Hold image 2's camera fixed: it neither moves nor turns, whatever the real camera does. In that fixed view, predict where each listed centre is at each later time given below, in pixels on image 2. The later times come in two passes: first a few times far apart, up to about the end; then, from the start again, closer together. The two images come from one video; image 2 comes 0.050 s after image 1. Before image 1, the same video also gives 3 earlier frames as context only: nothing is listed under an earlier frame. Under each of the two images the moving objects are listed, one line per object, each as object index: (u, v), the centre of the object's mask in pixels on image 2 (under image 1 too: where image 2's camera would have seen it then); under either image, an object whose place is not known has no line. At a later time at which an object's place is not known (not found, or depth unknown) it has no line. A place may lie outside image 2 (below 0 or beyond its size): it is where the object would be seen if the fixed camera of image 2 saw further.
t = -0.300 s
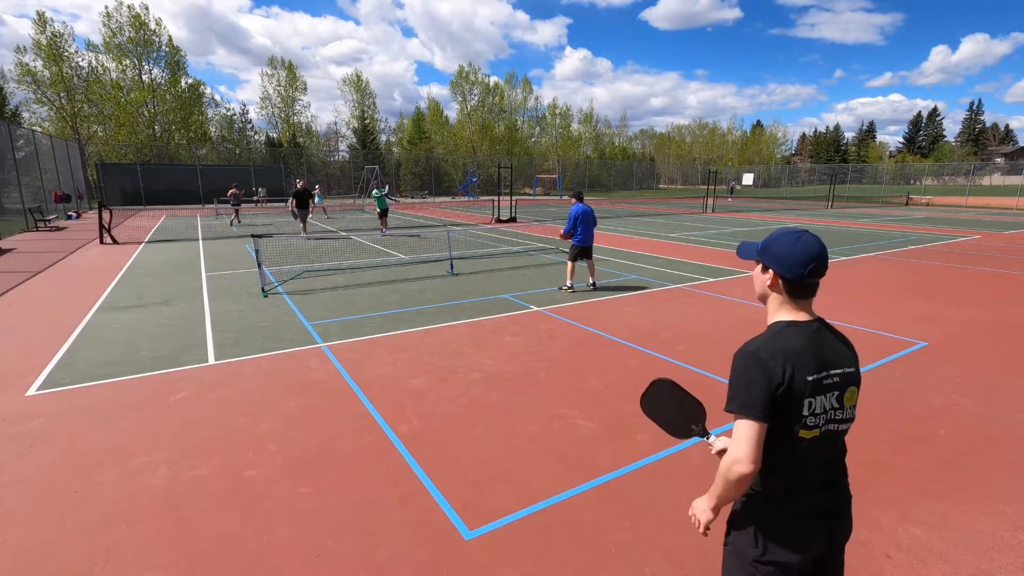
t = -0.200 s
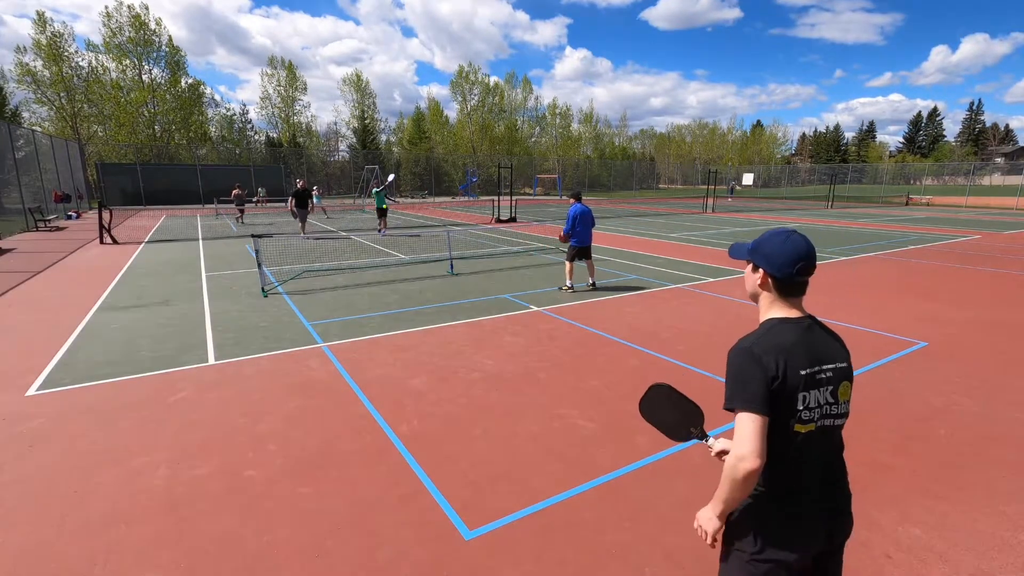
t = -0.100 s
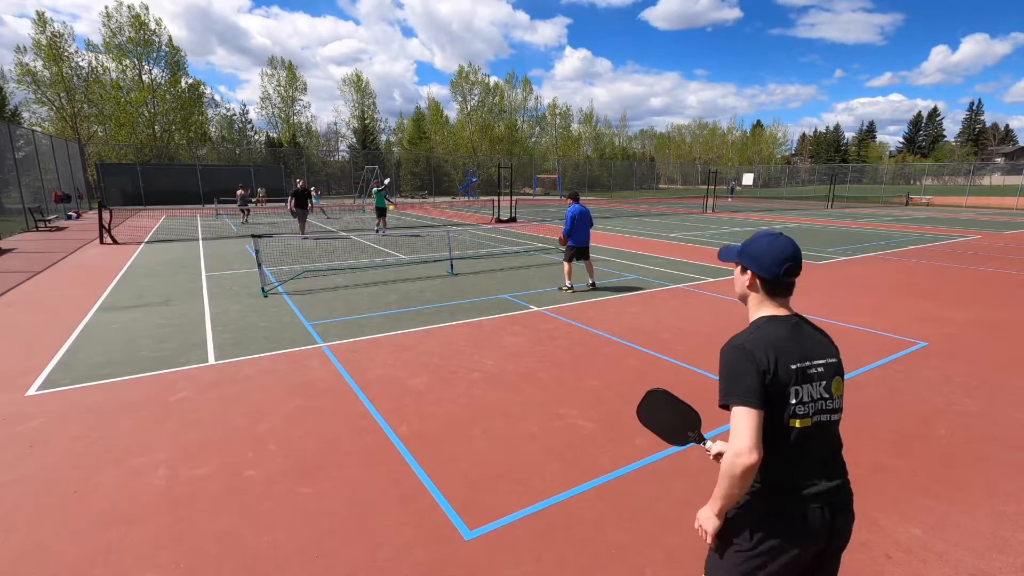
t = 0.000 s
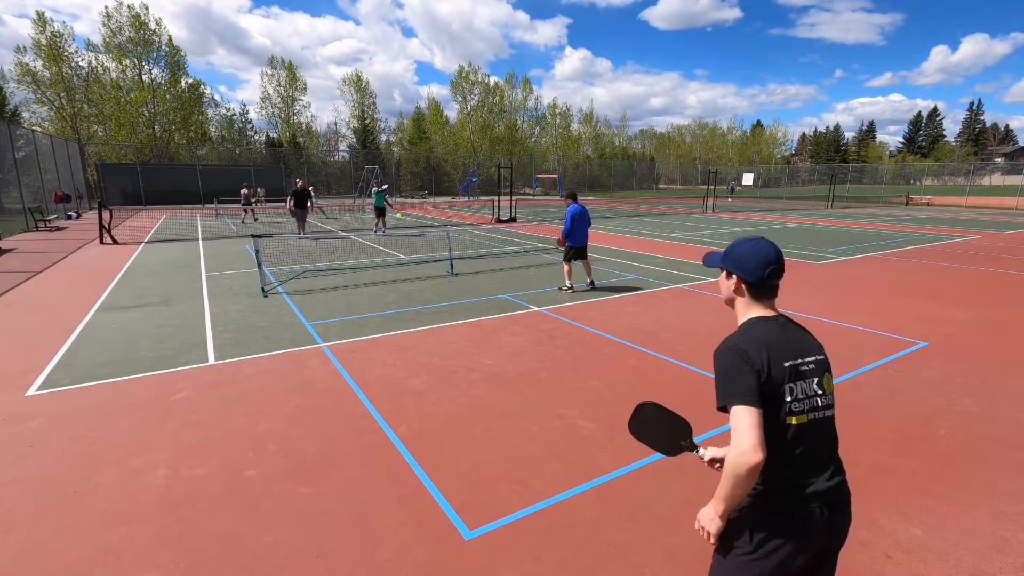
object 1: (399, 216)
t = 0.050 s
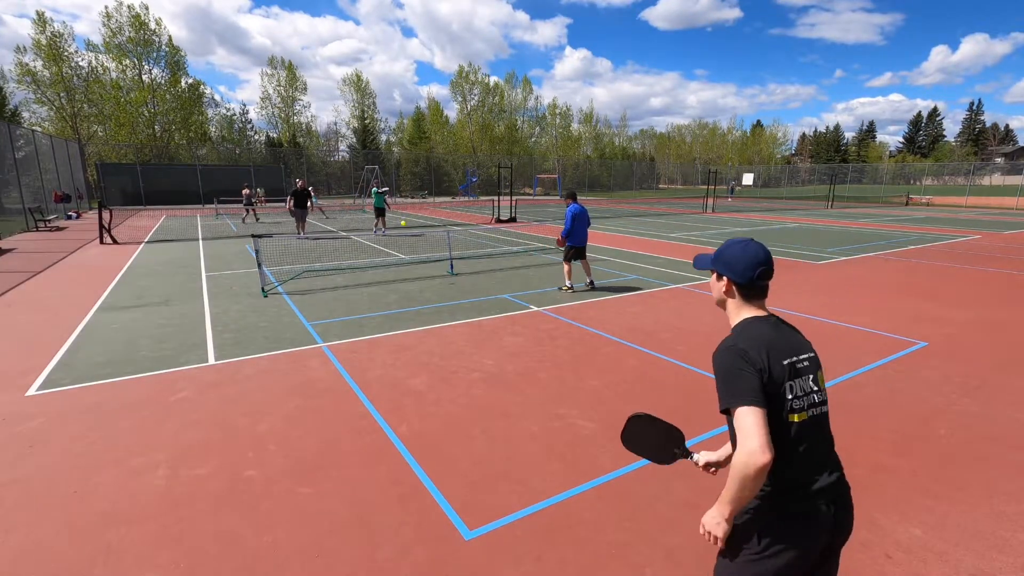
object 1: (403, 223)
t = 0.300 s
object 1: (431, 314)
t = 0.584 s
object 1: (466, 361)
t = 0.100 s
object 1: (407, 233)
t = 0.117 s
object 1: (410, 238)
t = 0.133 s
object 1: (411, 242)
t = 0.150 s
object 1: (413, 247)
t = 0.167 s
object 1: (415, 252)
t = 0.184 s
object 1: (416, 258)
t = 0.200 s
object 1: (419, 265)
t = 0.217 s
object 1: (420, 271)
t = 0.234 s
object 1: (422, 278)
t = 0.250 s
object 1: (424, 286)
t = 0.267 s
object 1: (426, 295)
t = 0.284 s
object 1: (429, 304)
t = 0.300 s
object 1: (431, 314)
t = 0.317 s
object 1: (434, 325)
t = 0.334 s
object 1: (436, 336)
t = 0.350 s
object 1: (439, 349)
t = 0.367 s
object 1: (441, 351)
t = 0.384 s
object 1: (442, 349)
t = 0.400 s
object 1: (444, 348)
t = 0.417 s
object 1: (445, 347)
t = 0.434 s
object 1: (447, 347)
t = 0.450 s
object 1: (449, 347)
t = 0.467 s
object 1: (451, 347)
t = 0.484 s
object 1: (453, 347)
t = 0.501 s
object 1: (455, 348)
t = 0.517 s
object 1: (457, 349)
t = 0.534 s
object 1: (459, 351)
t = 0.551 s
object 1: (462, 354)
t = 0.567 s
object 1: (464, 357)
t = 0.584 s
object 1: (466, 361)
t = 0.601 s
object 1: (469, 365)
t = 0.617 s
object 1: (472, 370)
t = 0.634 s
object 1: (475, 376)
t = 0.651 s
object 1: (478, 383)
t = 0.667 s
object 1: (481, 391)
